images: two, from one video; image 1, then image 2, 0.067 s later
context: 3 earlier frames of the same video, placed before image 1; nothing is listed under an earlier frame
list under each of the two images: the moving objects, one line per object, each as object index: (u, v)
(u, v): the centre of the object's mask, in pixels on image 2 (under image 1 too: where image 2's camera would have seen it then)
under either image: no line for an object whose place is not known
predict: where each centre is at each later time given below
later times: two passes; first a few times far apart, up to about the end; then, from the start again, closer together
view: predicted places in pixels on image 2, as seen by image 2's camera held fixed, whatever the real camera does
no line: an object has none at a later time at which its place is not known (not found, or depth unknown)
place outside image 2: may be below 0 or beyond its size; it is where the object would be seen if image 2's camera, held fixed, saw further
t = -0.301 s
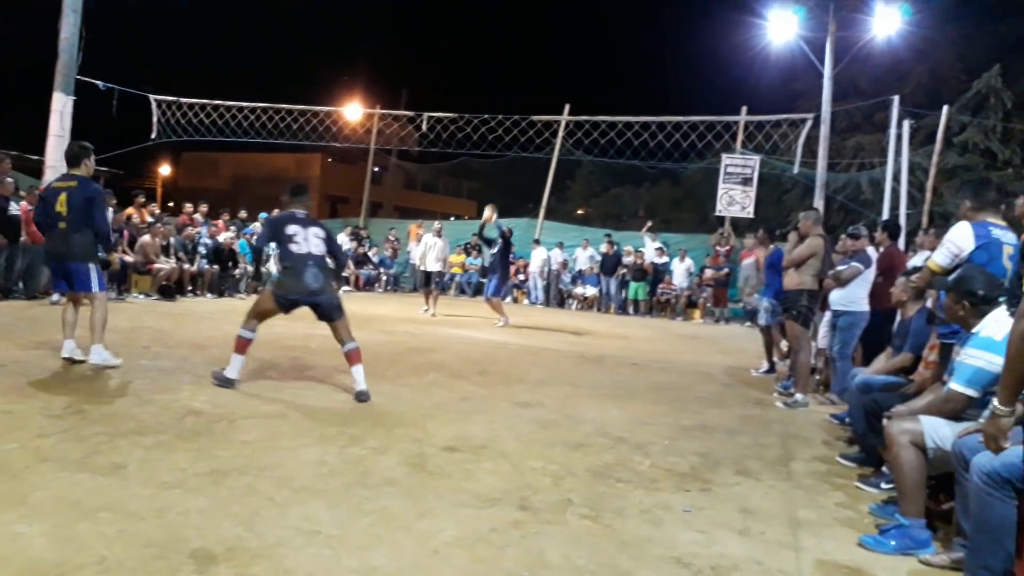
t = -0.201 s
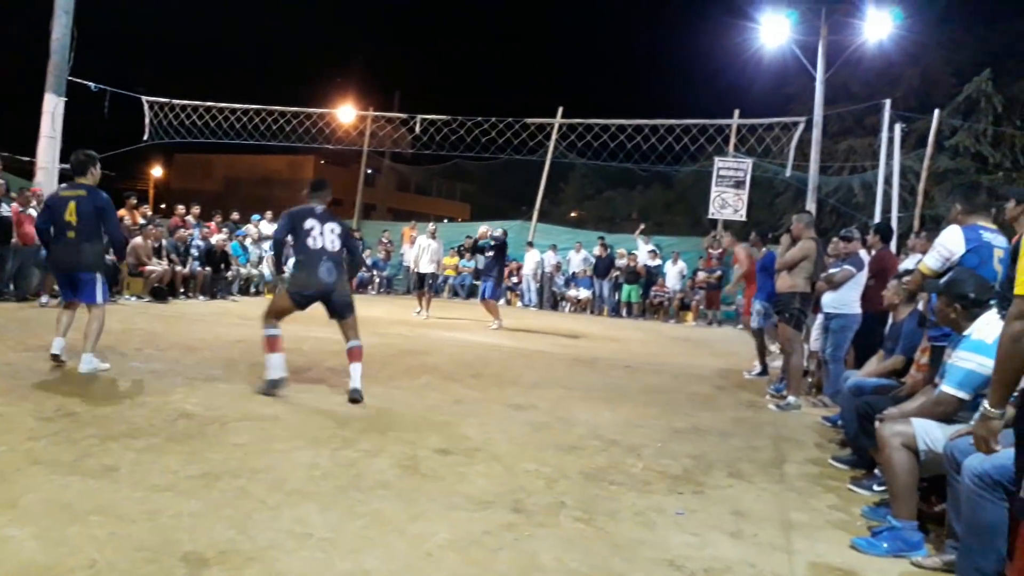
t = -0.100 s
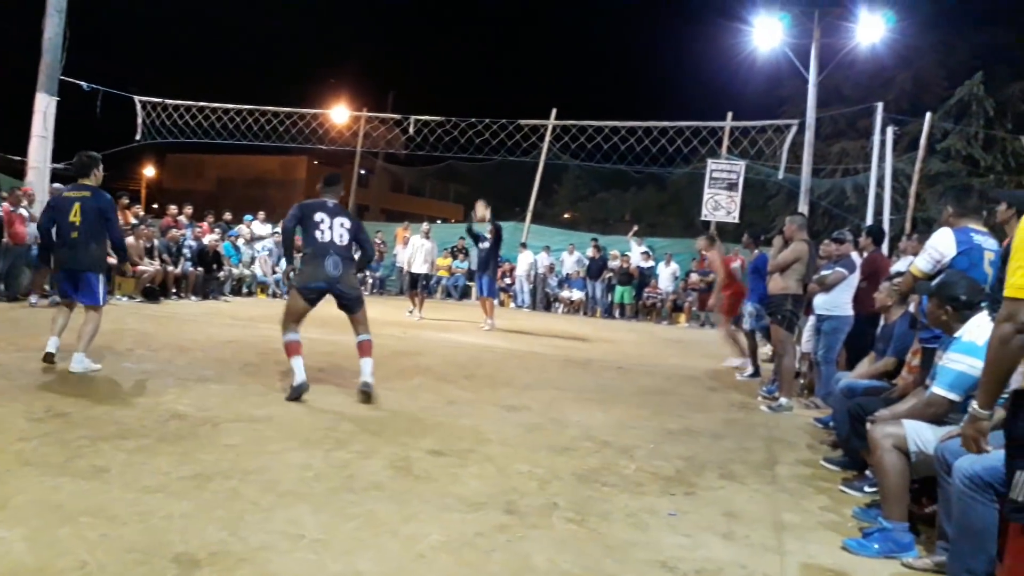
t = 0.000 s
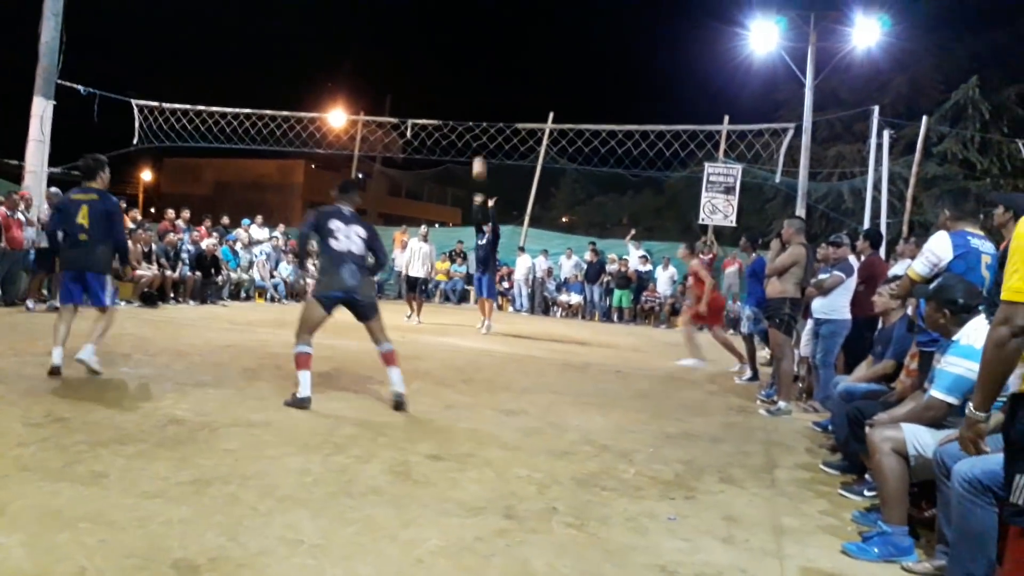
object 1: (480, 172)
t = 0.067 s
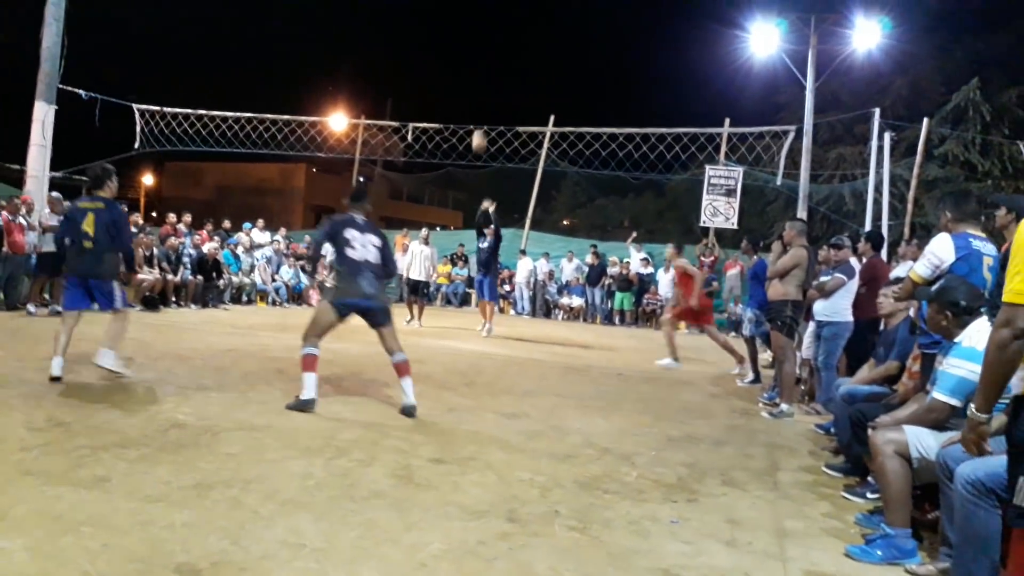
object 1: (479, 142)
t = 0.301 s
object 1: (472, 54)
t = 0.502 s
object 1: (464, 5)
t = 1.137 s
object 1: (416, 23)
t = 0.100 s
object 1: (478, 126)
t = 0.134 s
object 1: (478, 113)
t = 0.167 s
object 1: (477, 100)
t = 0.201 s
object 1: (476, 88)
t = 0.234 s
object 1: (474, 75)
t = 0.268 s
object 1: (473, 64)
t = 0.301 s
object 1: (472, 54)
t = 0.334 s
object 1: (470, 44)
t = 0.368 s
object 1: (469, 35)
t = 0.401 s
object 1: (468, 26)
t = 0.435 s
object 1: (466, 18)
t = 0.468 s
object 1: (465, 11)
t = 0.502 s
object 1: (464, 5)
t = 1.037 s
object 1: (425, 0)
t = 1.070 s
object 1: (422, 7)
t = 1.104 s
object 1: (419, 14)
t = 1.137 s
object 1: (416, 23)
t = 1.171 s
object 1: (413, 32)
